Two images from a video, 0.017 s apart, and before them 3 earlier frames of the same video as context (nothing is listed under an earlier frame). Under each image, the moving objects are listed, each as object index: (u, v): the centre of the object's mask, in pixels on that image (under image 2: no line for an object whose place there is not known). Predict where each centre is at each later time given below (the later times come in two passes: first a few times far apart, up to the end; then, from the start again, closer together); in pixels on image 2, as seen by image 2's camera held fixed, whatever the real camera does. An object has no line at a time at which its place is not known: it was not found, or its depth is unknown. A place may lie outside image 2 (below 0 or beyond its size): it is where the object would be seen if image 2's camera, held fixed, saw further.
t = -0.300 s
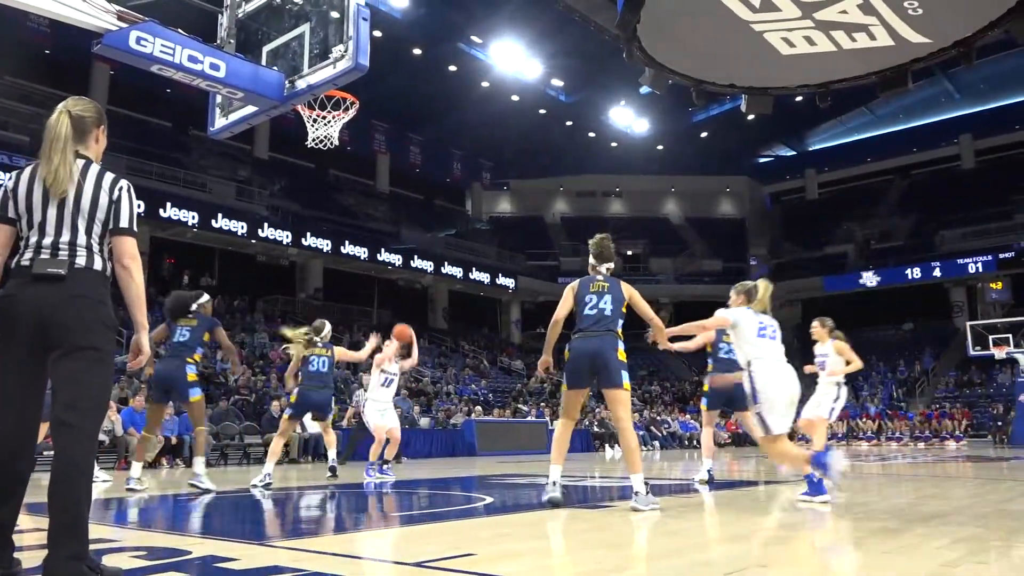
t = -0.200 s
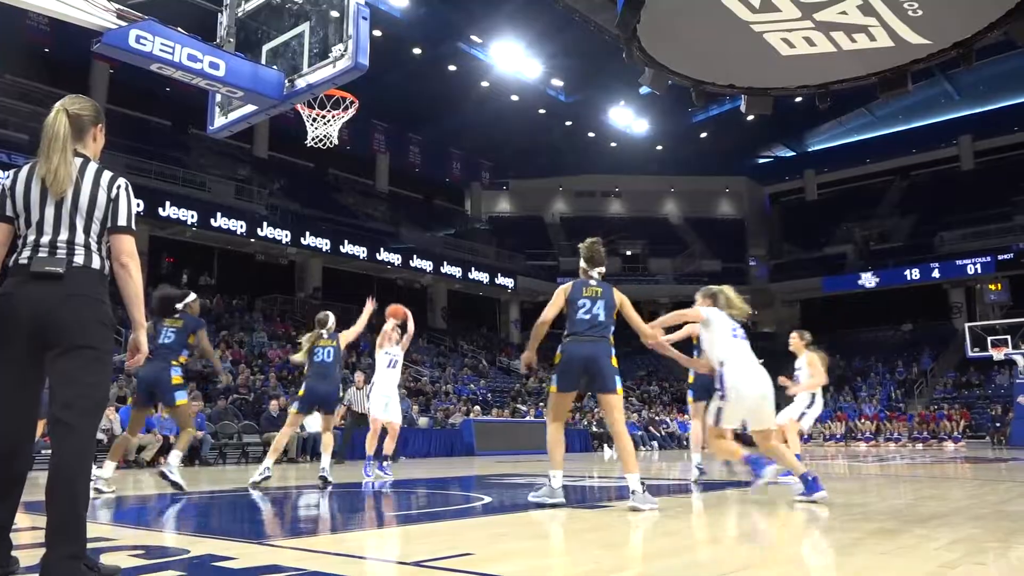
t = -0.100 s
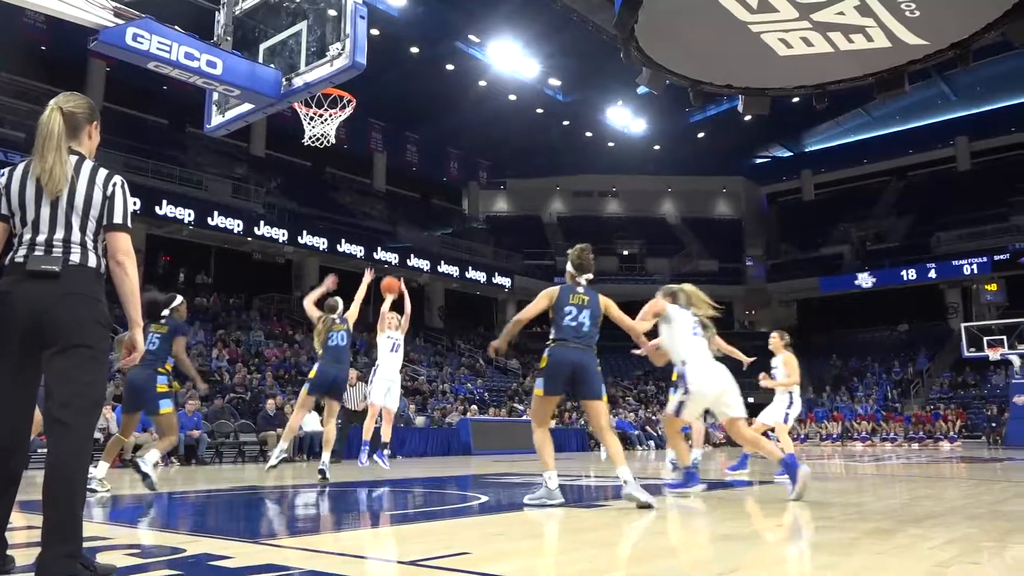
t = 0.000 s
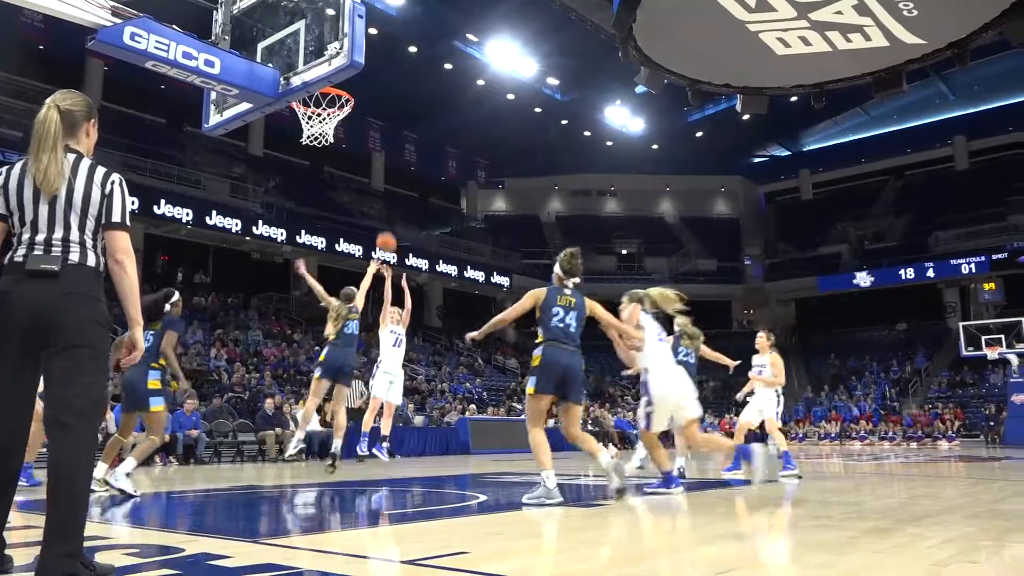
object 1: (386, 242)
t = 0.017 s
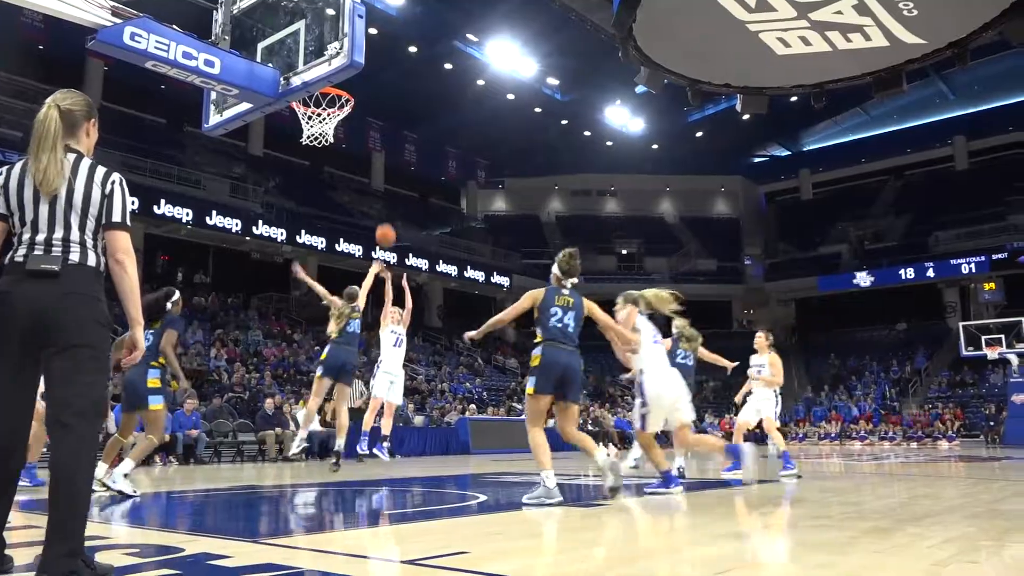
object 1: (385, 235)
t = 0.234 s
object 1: (378, 148)
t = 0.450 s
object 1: (368, 88)
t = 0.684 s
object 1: (361, 70)
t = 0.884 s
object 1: (345, 85)
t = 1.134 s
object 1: (313, 140)
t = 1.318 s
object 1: (335, 168)
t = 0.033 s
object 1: (385, 228)
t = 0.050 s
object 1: (385, 221)
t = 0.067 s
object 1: (384, 213)
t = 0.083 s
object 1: (383, 206)
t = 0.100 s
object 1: (383, 199)
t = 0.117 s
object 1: (382, 192)
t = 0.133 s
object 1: (382, 185)
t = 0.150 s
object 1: (381, 178)
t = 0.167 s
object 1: (380, 172)
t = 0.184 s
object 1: (380, 166)
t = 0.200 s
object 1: (379, 159)
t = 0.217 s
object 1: (378, 153)
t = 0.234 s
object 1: (378, 148)
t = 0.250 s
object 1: (377, 142)
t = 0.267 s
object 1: (376, 137)
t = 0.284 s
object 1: (376, 132)
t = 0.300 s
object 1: (375, 126)
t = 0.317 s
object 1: (374, 121)
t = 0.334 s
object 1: (374, 116)
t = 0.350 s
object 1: (373, 112)
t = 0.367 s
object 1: (372, 107)
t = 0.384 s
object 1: (371, 103)
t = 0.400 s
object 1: (370, 99)
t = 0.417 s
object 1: (370, 95)
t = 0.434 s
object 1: (369, 92)
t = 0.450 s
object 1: (368, 88)
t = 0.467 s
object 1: (367, 85)
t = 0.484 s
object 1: (366, 82)
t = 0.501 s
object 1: (366, 80)
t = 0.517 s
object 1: (365, 78)
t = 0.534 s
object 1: (365, 76)
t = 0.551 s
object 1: (365, 75)
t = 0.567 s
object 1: (364, 74)
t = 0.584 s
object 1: (364, 73)
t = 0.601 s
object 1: (363, 71)
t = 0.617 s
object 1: (363, 71)
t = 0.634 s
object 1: (362, 70)
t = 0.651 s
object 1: (362, 70)
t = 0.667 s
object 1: (362, 70)
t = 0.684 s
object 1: (361, 70)
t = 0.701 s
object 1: (360, 72)
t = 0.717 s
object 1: (358, 74)
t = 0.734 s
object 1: (357, 74)
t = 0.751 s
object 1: (354, 76)
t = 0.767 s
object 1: (353, 78)
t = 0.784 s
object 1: (351, 79)
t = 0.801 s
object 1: (349, 80)
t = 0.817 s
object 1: (348, 82)
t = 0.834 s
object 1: (347, 83)
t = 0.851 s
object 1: (346, 84)
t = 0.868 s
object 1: (345, 84)
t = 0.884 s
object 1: (345, 85)
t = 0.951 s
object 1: (320, 102)
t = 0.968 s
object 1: (311, 103)
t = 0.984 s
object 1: (307, 103)
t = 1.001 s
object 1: (302, 104)
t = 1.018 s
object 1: (301, 104)
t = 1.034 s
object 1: (300, 105)
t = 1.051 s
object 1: (300, 107)
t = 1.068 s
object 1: (306, 131)
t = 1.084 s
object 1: (309, 134)
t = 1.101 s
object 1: (312, 136)
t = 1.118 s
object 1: (313, 138)
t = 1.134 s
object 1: (313, 140)
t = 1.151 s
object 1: (314, 142)
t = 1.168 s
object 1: (317, 143)
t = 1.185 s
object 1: (319, 144)
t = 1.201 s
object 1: (321, 146)
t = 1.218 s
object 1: (323, 147)
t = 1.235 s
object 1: (325, 149)
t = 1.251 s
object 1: (327, 151)
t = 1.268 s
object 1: (329, 155)
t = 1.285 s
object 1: (331, 158)
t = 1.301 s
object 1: (333, 163)
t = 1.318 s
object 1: (335, 168)
